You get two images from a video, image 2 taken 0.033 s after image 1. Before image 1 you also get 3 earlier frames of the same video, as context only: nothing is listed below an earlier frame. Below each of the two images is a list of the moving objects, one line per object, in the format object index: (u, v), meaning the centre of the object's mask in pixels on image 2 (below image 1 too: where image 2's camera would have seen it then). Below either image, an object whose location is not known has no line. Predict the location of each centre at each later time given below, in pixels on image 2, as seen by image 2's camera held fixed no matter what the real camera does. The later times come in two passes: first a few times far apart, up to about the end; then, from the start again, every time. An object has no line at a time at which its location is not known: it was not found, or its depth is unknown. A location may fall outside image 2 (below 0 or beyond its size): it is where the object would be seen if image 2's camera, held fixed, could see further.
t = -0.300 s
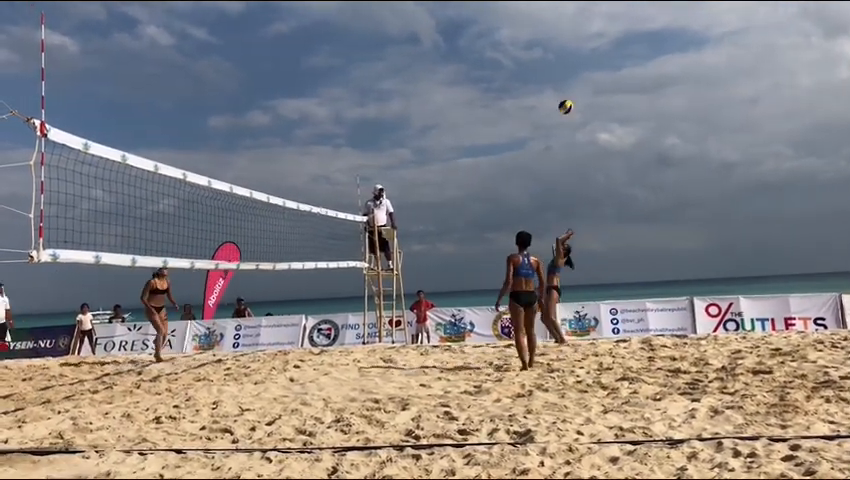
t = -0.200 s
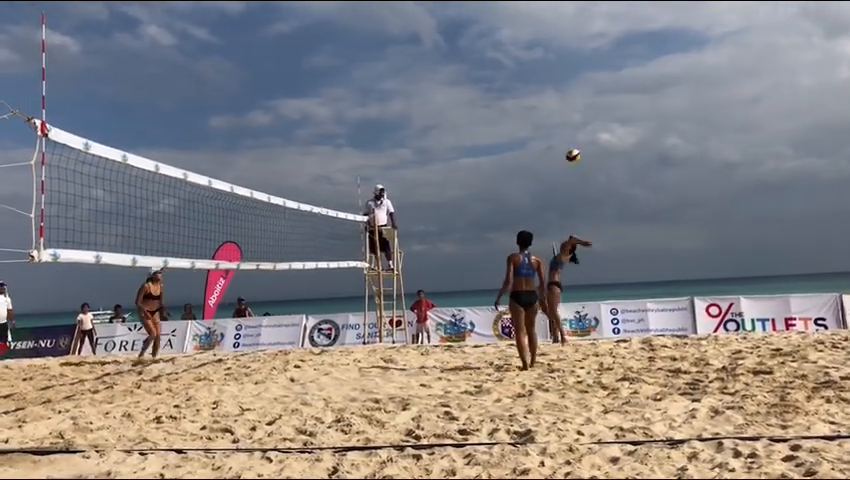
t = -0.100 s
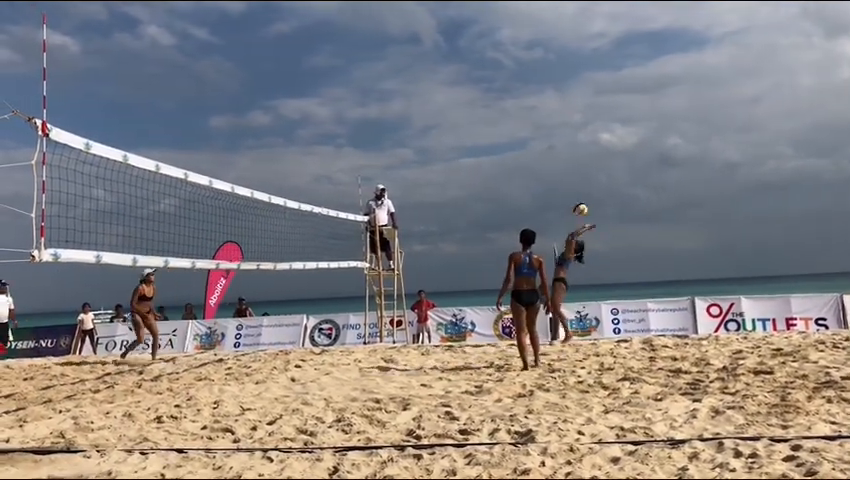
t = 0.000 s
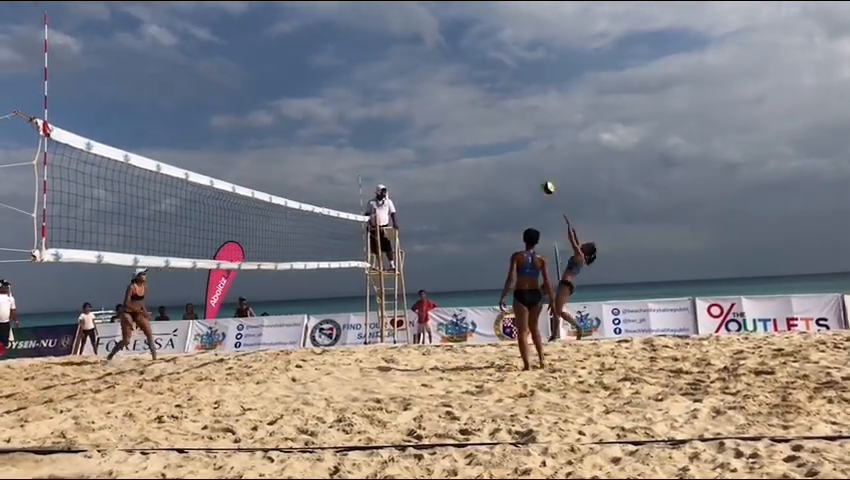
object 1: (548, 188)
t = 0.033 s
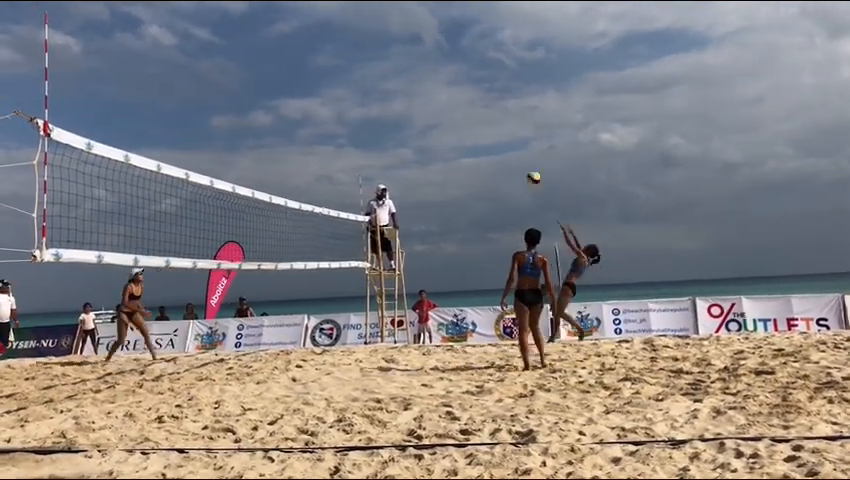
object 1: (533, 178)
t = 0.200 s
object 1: (468, 137)
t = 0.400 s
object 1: (395, 111)
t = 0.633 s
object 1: (315, 113)
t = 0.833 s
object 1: (251, 142)
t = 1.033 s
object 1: (191, 195)
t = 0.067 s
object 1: (519, 168)
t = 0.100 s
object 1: (506, 160)
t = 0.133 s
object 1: (494, 151)
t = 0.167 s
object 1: (481, 144)
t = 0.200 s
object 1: (468, 137)
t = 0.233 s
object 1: (455, 131)
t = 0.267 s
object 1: (442, 126)
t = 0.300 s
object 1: (431, 122)
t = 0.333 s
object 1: (419, 118)
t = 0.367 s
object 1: (407, 114)
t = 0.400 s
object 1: (395, 111)
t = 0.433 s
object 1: (383, 110)
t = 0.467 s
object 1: (371, 109)
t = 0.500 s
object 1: (361, 109)
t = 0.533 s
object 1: (350, 109)
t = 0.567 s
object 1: (338, 109)
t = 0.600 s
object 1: (326, 111)
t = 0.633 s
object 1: (315, 113)
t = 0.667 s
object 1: (304, 117)
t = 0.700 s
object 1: (294, 121)
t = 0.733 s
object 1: (284, 124)
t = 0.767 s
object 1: (273, 129)
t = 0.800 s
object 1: (261, 135)
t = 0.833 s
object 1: (251, 142)
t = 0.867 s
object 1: (241, 149)
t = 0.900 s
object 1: (231, 157)
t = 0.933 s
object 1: (221, 164)
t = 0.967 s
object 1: (211, 172)
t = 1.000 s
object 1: (199, 186)
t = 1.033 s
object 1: (191, 195)
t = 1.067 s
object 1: (182, 207)
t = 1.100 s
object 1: (173, 218)
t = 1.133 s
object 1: (163, 229)
